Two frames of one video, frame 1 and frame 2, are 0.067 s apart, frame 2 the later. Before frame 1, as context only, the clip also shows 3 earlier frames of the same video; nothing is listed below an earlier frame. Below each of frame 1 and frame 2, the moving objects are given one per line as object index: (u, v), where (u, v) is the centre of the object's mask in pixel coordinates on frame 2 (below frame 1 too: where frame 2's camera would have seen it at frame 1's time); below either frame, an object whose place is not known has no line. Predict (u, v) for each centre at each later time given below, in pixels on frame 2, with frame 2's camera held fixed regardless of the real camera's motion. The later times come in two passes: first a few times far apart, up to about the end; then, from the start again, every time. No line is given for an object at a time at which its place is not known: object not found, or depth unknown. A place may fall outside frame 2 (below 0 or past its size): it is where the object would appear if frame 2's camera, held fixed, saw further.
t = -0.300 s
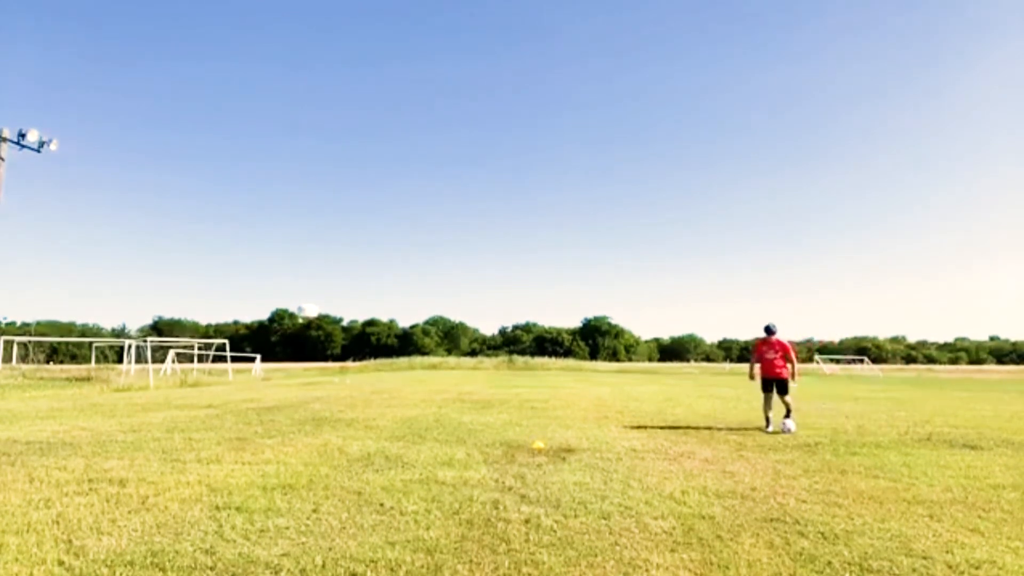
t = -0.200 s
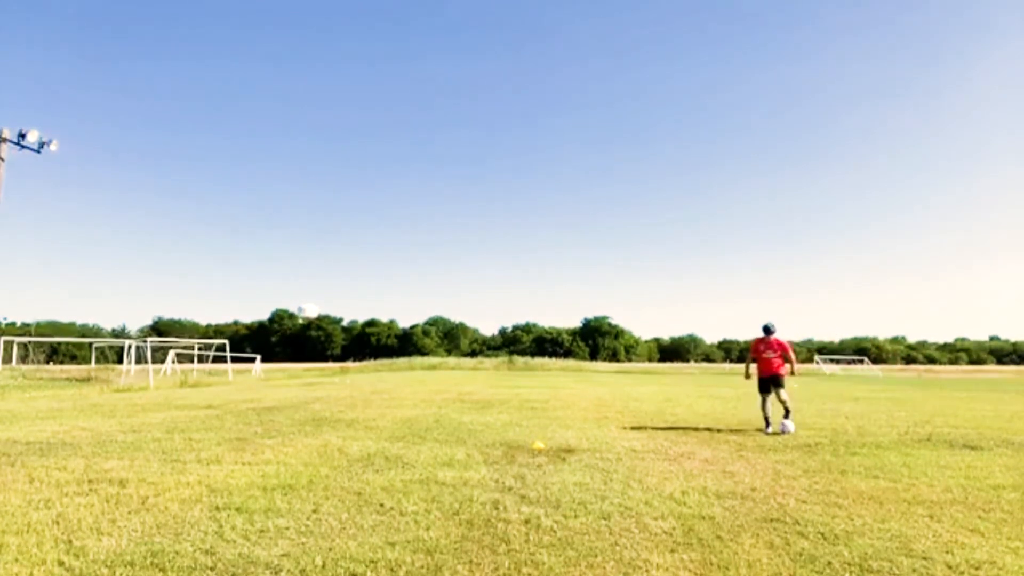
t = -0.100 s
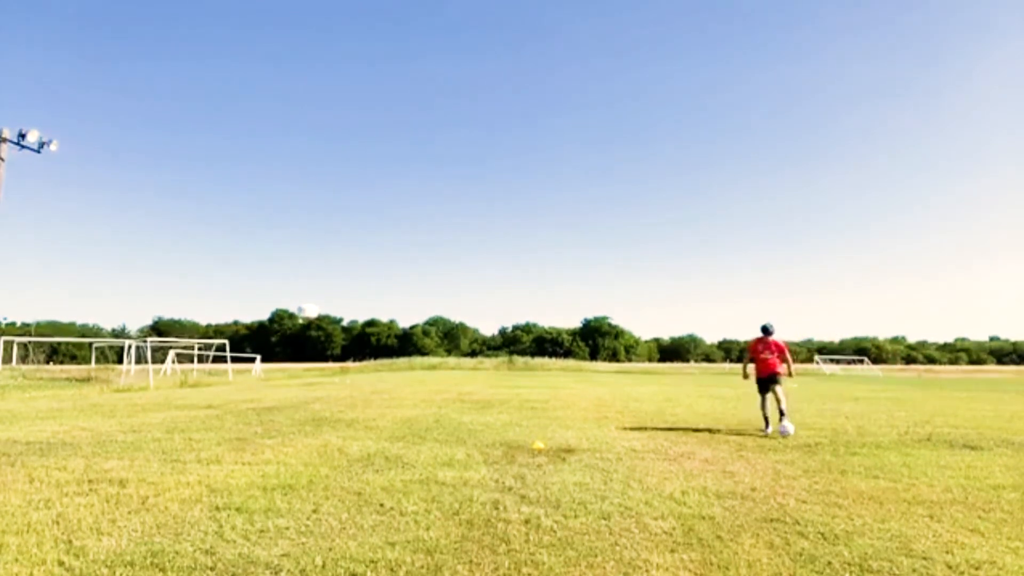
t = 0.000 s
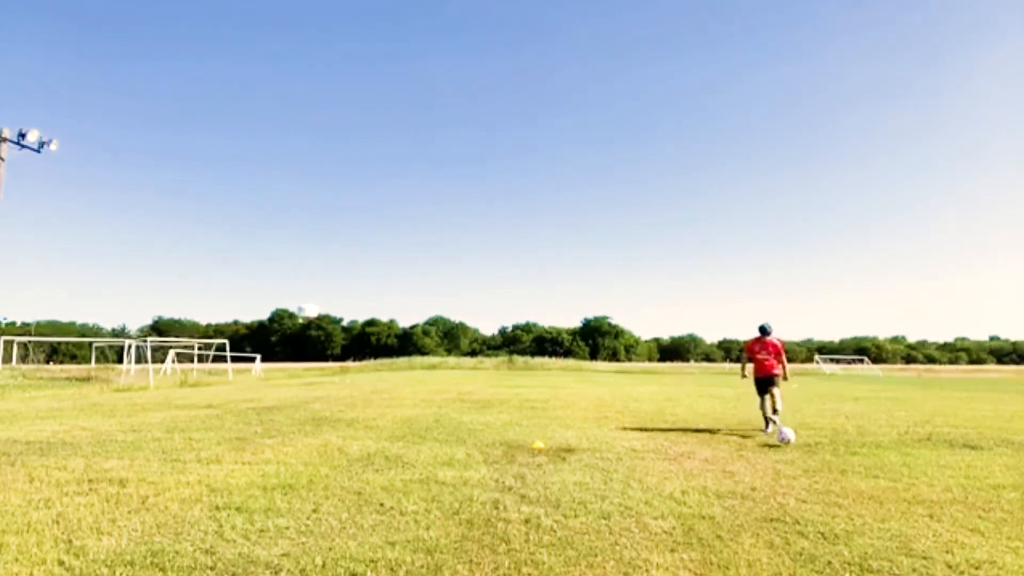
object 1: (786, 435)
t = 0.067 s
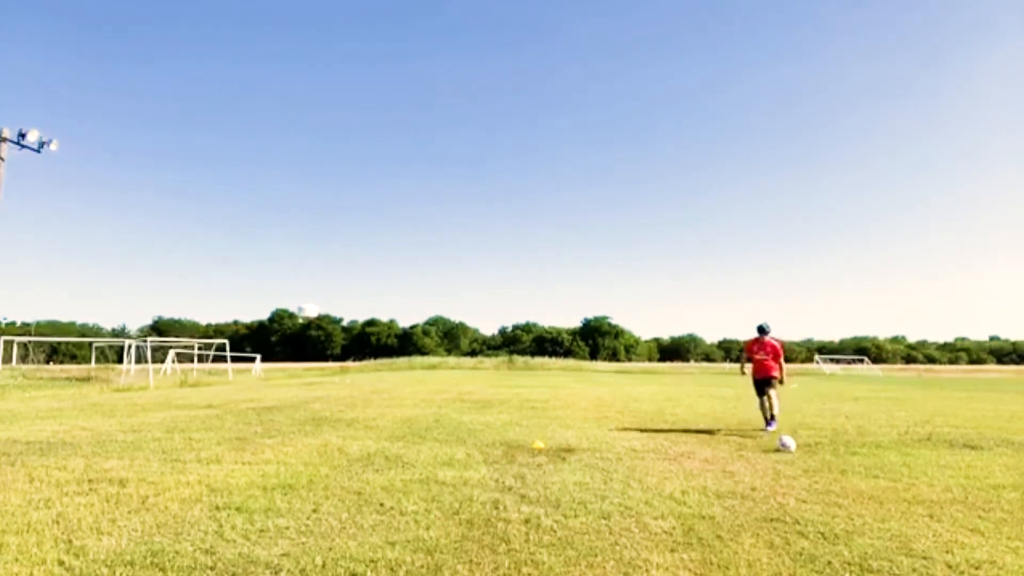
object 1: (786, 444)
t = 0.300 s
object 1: (784, 457)
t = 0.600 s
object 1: (782, 484)
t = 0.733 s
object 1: (779, 492)
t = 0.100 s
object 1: (786, 444)
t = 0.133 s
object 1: (786, 444)
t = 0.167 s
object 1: (786, 445)
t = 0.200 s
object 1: (785, 448)
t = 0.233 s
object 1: (785, 451)
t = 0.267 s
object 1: (784, 455)
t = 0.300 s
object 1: (784, 457)
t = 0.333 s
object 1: (783, 456)
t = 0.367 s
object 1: (783, 456)
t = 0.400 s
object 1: (783, 458)
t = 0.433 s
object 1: (783, 461)
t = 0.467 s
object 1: (783, 465)
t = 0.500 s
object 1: (783, 471)
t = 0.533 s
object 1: (783, 479)
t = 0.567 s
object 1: (783, 484)
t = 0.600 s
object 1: (782, 484)
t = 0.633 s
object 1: (781, 483)
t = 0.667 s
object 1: (781, 483)
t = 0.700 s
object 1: (779, 486)
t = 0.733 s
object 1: (779, 492)
